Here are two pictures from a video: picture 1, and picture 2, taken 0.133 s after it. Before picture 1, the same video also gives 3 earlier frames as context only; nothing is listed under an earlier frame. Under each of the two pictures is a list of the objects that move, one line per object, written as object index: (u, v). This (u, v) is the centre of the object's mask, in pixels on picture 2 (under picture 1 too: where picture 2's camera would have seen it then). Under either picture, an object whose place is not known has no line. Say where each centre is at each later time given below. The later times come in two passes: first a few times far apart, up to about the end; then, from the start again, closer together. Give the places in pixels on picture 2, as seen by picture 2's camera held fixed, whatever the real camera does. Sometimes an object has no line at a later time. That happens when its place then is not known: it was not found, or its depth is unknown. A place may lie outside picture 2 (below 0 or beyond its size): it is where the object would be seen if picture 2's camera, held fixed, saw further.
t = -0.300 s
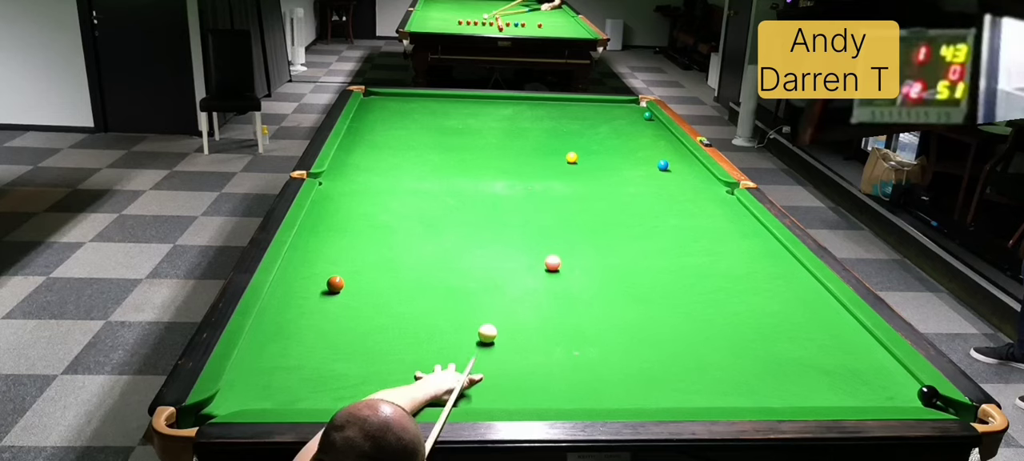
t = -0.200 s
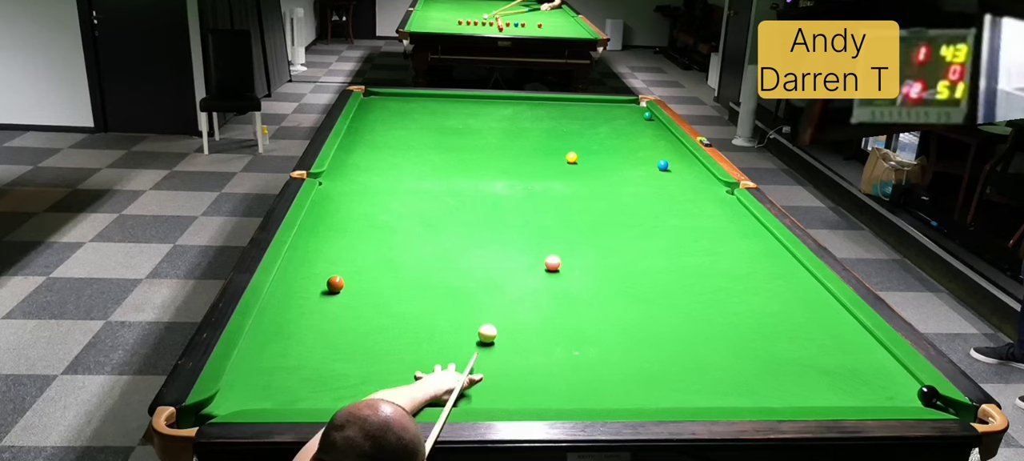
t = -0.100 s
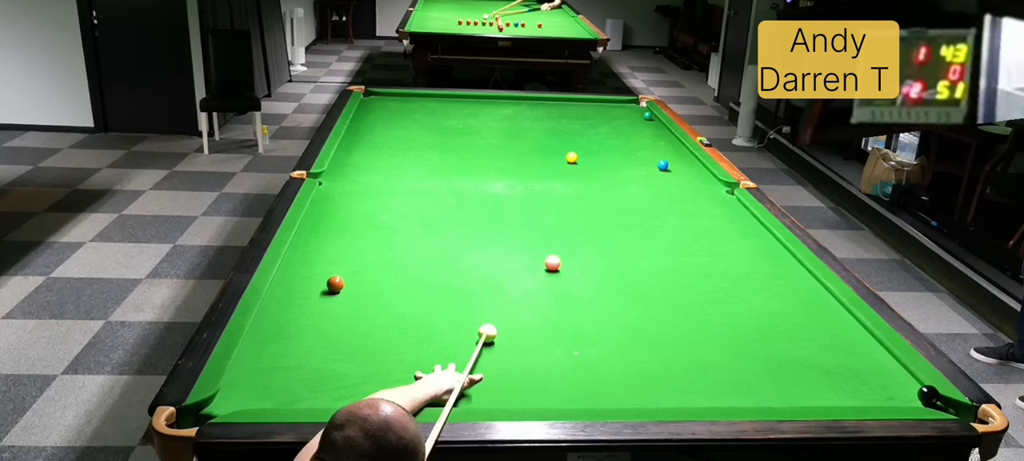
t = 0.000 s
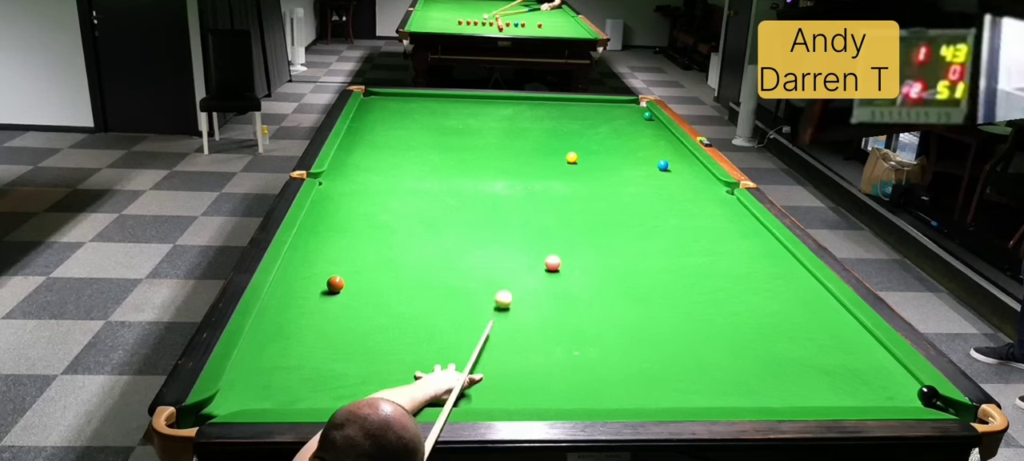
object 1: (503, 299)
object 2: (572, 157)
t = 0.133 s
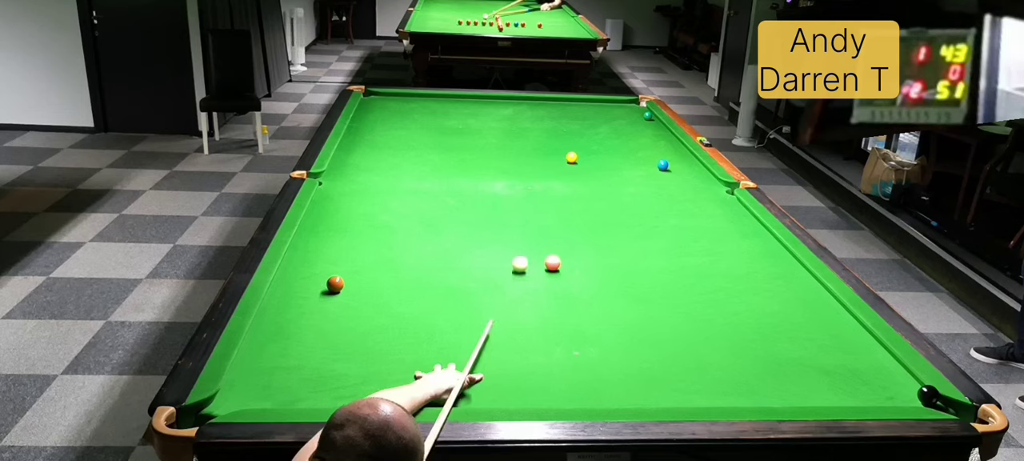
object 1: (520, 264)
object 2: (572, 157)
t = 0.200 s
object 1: (527, 249)
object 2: (572, 157)
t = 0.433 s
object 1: (547, 206)
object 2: (572, 157)
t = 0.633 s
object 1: (561, 178)
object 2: (572, 157)
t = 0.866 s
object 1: (565, 159)
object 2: (579, 149)
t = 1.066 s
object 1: (560, 153)
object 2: (593, 135)
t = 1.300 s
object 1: (556, 147)
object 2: (604, 124)
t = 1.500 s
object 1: (553, 141)
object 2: (613, 115)
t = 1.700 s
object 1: (551, 136)
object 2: (620, 108)
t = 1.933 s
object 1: (548, 131)
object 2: (632, 102)
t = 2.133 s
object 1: (545, 126)
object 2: (638, 105)
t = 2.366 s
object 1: (543, 122)
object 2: (631, 108)
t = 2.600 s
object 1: (540, 118)
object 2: (624, 111)
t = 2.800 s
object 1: (538, 115)
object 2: (617, 115)
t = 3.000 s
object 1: (537, 112)
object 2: (611, 117)
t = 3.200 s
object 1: (535, 109)
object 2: (605, 120)
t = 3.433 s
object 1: (534, 106)
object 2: (597, 123)
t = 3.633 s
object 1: (533, 104)
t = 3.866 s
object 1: (532, 101)
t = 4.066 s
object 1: (531, 100)
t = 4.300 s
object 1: (530, 98)
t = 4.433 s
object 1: (531, 98)
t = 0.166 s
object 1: (524, 256)
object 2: (572, 157)
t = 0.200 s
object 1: (527, 249)
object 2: (572, 157)
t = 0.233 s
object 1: (530, 242)
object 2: (572, 157)
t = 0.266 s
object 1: (533, 235)
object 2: (572, 157)
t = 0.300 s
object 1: (536, 229)
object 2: (572, 157)
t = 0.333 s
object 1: (539, 223)
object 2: (572, 157)
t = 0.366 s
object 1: (542, 217)
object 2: (572, 157)
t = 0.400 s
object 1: (545, 212)
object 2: (572, 157)
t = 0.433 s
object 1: (547, 206)
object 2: (572, 157)
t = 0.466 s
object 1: (550, 201)
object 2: (572, 157)
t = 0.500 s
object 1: (552, 196)
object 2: (572, 157)
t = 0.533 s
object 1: (555, 191)
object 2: (572, 157)
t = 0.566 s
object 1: (556, 186)
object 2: (572, 157)
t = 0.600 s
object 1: (558, 182)
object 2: (572, 157)
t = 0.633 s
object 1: (561, 178)
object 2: (572, 157)
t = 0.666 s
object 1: (563, 173)
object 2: (572, 157)
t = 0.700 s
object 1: (565, 170)
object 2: (572, 157)
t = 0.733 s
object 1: (566, 166)
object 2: (572, 157)
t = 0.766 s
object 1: (568, 161)
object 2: (573, 156)
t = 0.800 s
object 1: (568, 160)
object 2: (574, 155)
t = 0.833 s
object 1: (567, 160)
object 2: (577, 152)
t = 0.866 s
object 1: (565, 159)
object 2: (579, 149)
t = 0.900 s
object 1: (564, 158)
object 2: (582, 147)
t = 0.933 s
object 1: (563, 158)
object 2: (584, 144)
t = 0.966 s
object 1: (562, 157)
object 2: (586, 142)
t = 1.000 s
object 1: (562, 156)
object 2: (589, 140)
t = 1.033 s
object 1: (561, 154)
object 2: (591, 138)
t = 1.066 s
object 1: (560, 153)
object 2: (593, 135)
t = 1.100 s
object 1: (560, 152)
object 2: (594, 134)
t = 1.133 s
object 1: (559, 151)
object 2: (596, 132)
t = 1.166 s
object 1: (559, 150)
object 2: (598, 130)
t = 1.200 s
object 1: (558, 149)
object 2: (600, 129)
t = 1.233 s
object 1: (557, 148)
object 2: (601, 127)
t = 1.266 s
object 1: (557, 147)
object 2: (602, 126)
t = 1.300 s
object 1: (556, 147)
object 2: (604, 124)
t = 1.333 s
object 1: (556, 146)
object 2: (606, 122)
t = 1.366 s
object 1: (555, 145)
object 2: (607, 121)
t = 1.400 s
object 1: (555, 144)
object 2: (608, 120)
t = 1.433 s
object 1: (554, 143)
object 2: (610, 118)
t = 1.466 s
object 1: (554, 142)
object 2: (611, 117)
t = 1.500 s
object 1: (553, 141)
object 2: (613, 115)
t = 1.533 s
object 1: (553, 140)
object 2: (614, 114)
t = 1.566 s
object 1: (552, 139)
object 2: (616, 113)
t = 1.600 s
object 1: (552, 139)
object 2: (617, 111)
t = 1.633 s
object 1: (551, 138)
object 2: (618, 110)
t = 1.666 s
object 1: (551, 137)
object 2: (620, 109)
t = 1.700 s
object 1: (551, 136)
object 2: (620, 108)
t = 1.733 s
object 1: (550, 135)
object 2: (622, 106)
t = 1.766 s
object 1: (550, 134)
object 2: (623, 105)
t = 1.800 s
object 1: (549, 134)
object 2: (624, 104)
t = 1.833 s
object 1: (549, 133)
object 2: (626, 103)
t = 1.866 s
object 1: (548, 132)
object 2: (627, 102)
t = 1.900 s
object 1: (548, 131)
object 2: (628, 101)
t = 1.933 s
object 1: (548, 131)
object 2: (632, 102)
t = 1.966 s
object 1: (547, 130)
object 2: (634, 102)
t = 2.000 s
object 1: (547, 129)
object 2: (637, 103)
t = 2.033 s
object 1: (546, 128)
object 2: (641, 104)
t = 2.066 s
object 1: (546, 128)
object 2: (641, 104)
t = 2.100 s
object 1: (546, 127)
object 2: (640, 104)
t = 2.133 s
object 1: (545, 126)
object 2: (638, 105)
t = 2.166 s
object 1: (545, 126)
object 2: (637, 105)
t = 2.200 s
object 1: (544, 125)
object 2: (636, 106)
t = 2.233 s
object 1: (544, 124)
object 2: (635, 106)
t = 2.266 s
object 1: (543, 124)
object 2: (634, 107)
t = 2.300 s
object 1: (543, 123)
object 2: (633, 107)
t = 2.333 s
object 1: (543, 123)
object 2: (632, 108)
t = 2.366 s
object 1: (543, 122)
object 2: (631, 108)
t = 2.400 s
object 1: (542, 121)
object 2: (630, 109)
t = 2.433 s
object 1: (542, 121)
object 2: (629, 109)
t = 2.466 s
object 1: (542, 120)
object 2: (628, 109)
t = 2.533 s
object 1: (541, 119)
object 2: (626, 111)
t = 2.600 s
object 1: (540, 118)
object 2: (624, 111)
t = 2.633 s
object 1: (540, 117)
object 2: (623, 112)
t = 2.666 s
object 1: (540, 117)
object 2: (621, 113)
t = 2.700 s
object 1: (539, 116)
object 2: (620, 113)
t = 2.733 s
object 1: (539, 116)
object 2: (619, 114)
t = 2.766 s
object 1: (539, 115)
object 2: (619, 114)
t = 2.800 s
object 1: (538, 115)
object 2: (617, 115)
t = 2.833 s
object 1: (538, 114)
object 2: (617, 115)
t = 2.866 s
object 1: (538, 114)
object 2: (616, 115)
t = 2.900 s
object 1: (538, 113)
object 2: (614, 116)
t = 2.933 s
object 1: (537, 112)
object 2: (613, 116)
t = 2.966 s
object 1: (537, 112)
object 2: (612, 117)
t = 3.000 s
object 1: (537, 112)
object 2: (611, 117)
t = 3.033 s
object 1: (537, 111)
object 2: (610, 118)
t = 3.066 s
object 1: (536, 111)
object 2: (609, 118)
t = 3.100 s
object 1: (536, 110)
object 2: (608, 119)
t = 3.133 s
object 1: (536, 110)
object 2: (607, 119)
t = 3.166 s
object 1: (536, 109)
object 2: (606, 120)
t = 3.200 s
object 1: (535, 109)
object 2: (605, 120)
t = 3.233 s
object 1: (535, 108)
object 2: (604, 121)
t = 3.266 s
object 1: (535, 108)
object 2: (603, 121)
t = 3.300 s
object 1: (535, 107)
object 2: (601, 122)
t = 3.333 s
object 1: (534, 107)
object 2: (601, 122)
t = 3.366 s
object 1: (534, 107)
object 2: (600, 122)
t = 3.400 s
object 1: (534, 106)
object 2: (599, 123)
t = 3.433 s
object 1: (534, 106)
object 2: (597, 123)
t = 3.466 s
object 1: (534, 106)
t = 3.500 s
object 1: (534, 105)
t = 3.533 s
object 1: (533, 105)
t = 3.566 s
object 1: (533, 104)
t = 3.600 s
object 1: (533, 104)
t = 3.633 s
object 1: (533, 104)
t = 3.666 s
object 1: (533, 103)
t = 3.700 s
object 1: (532, 103)
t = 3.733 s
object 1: (532, 103)
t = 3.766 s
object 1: (532, 102)
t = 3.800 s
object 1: (532, 102)
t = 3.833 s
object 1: (532, 102)
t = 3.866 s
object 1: (532, 101)
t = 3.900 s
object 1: (532, 101)
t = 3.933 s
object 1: (531, 101)
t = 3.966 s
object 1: (531, 101)
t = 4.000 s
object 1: (531, 100)
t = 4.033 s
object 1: (531, 100)
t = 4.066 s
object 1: (531, 100)
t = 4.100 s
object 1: (531, 99)
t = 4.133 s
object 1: (531, 99)
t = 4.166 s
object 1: (531, 99)
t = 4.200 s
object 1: (531, 98)
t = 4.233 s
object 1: (531, 98)
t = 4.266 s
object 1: (530, 98)
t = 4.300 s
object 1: (530, 98)
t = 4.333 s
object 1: (530, 98)
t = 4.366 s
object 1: (530, 98)
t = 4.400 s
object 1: (530, 98)
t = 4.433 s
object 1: (531, 98)
